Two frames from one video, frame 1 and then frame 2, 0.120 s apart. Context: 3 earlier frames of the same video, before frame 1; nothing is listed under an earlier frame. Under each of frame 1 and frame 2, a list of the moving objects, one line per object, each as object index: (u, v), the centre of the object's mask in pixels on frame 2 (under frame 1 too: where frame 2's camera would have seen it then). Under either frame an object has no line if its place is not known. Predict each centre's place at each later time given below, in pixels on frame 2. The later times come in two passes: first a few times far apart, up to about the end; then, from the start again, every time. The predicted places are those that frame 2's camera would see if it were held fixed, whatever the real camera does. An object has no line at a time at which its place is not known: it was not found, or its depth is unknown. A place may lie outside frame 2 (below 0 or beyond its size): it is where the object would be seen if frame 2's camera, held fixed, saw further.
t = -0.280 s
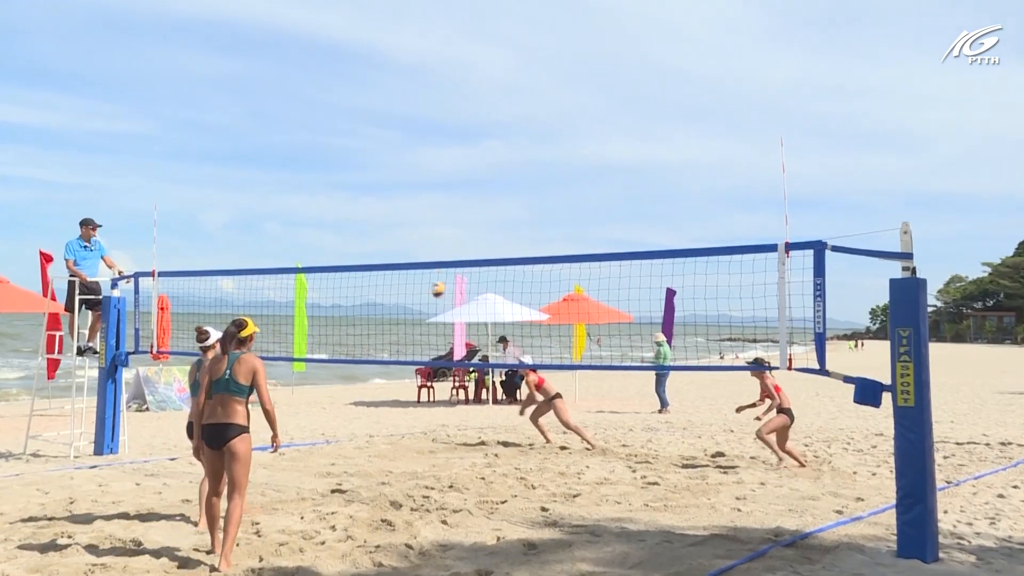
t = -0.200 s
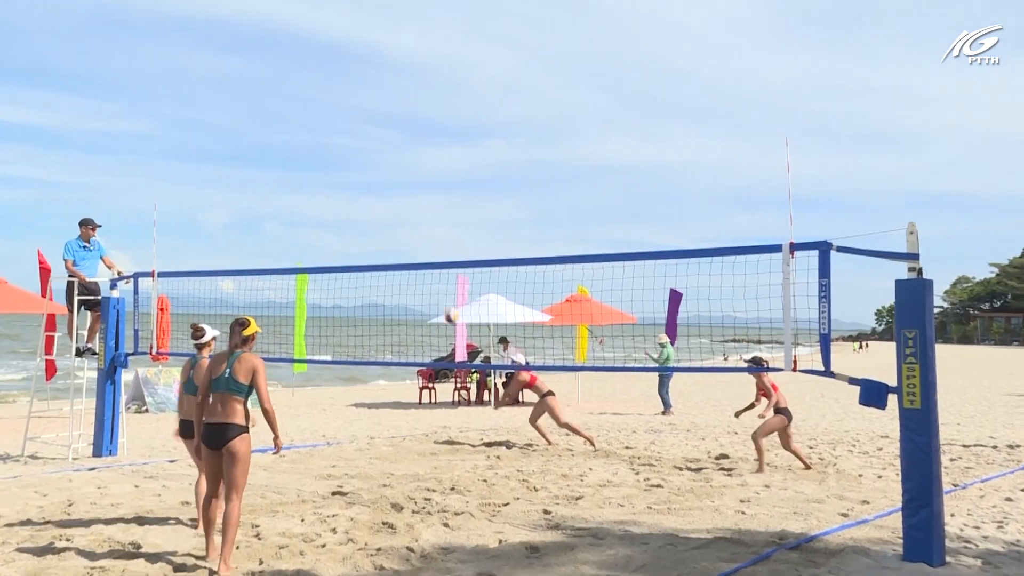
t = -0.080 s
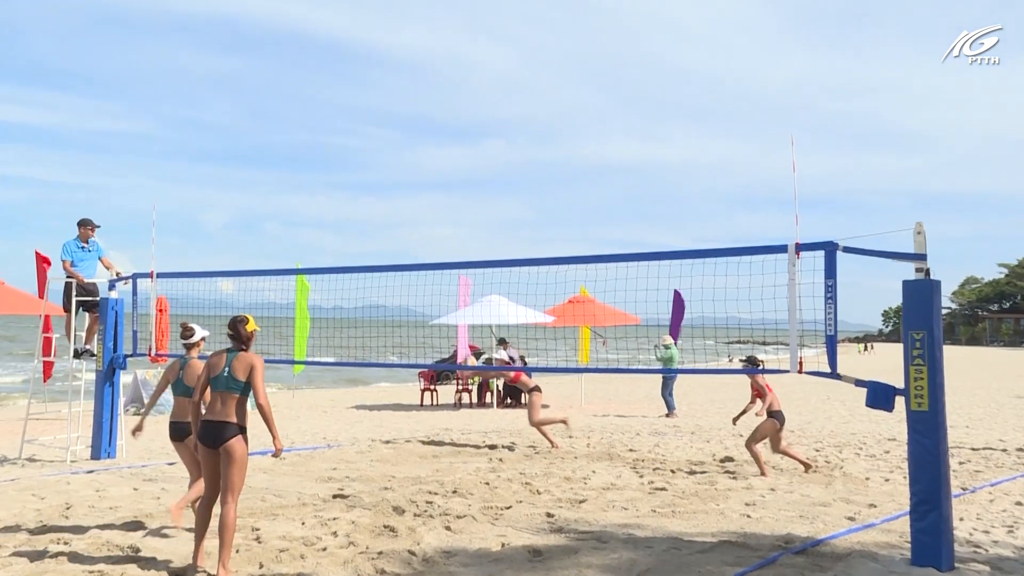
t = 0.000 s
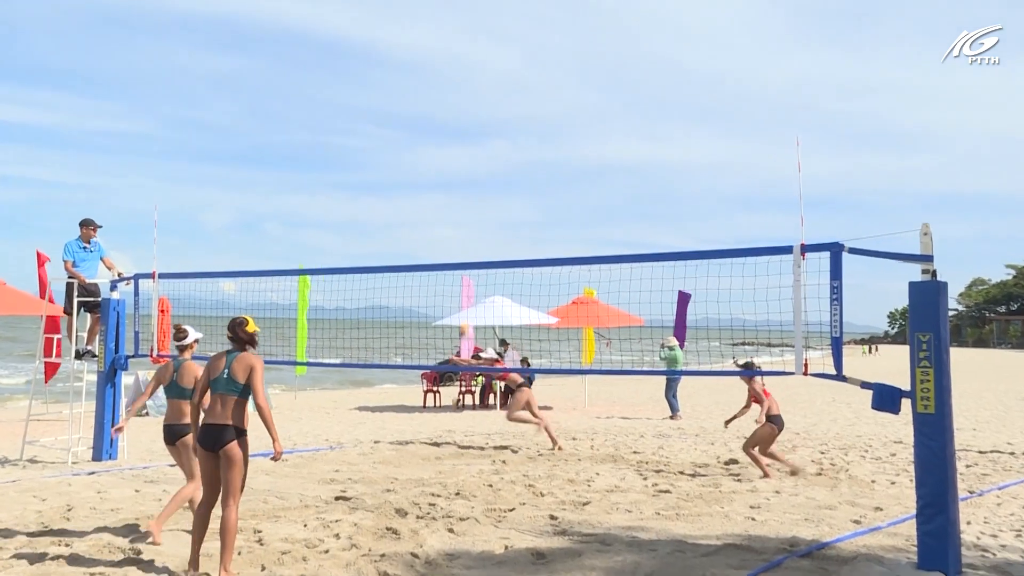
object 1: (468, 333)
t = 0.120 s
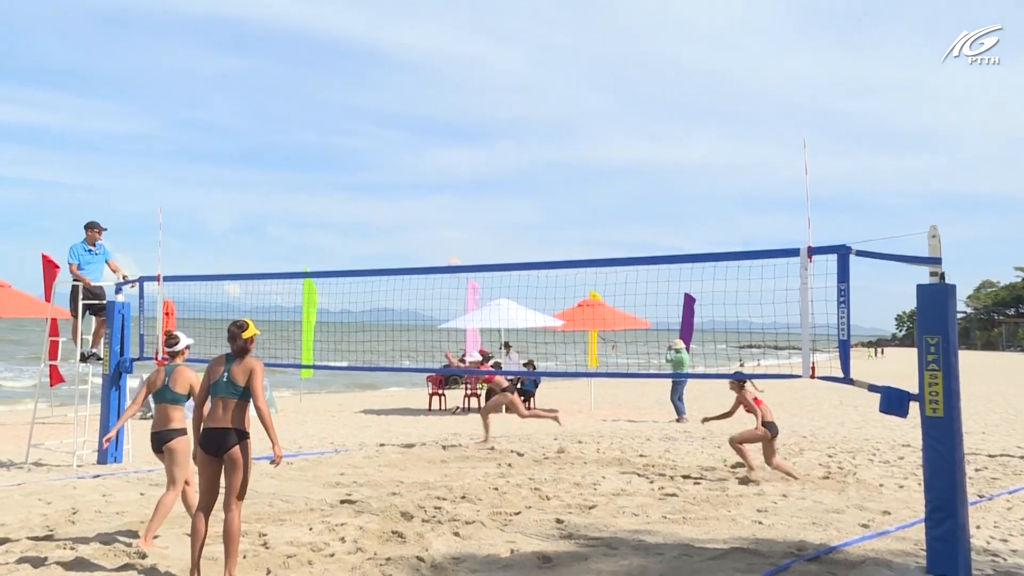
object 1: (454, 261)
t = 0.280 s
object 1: (433, 194)
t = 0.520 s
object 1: (400, 115)
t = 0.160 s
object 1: (449, 247)
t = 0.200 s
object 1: (444, 229)
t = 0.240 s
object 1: (438, 211)
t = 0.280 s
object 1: (433, 194)
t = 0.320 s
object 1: (428, 179)
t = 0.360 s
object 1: (423, 163)
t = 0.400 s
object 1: (418, 150)
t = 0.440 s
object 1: (412, 137)
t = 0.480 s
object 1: (406, 125)
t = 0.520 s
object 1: (400, 115)
